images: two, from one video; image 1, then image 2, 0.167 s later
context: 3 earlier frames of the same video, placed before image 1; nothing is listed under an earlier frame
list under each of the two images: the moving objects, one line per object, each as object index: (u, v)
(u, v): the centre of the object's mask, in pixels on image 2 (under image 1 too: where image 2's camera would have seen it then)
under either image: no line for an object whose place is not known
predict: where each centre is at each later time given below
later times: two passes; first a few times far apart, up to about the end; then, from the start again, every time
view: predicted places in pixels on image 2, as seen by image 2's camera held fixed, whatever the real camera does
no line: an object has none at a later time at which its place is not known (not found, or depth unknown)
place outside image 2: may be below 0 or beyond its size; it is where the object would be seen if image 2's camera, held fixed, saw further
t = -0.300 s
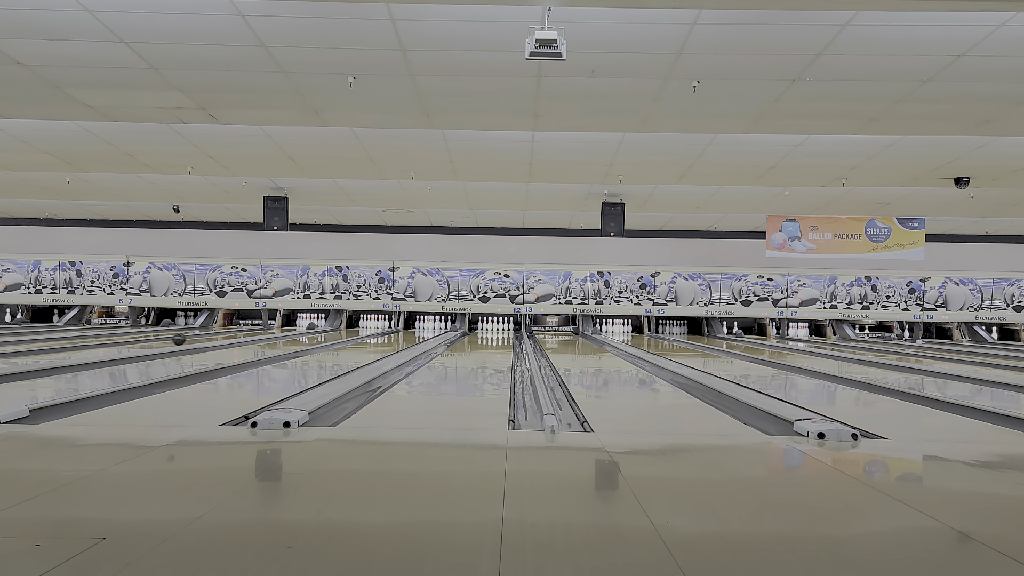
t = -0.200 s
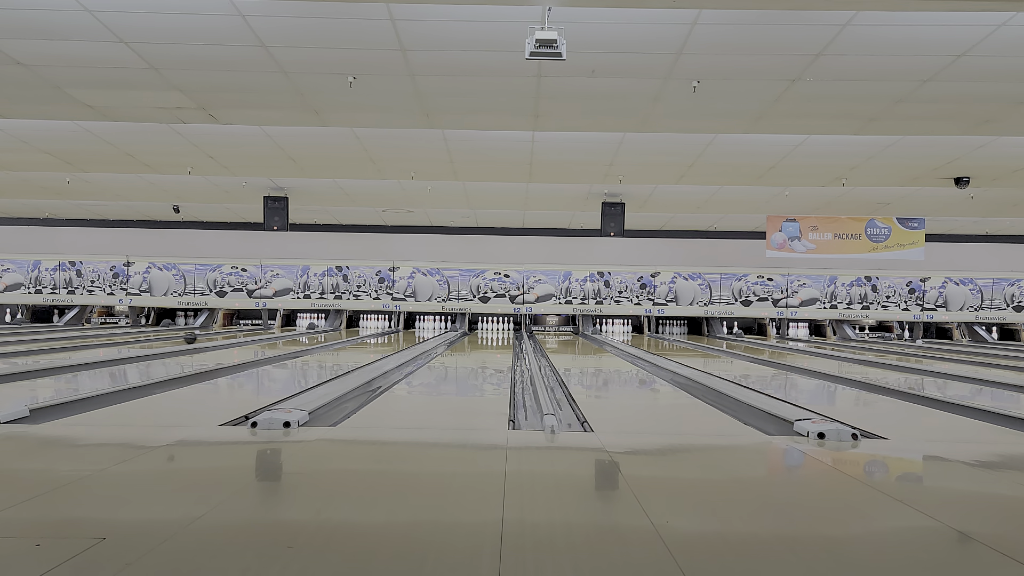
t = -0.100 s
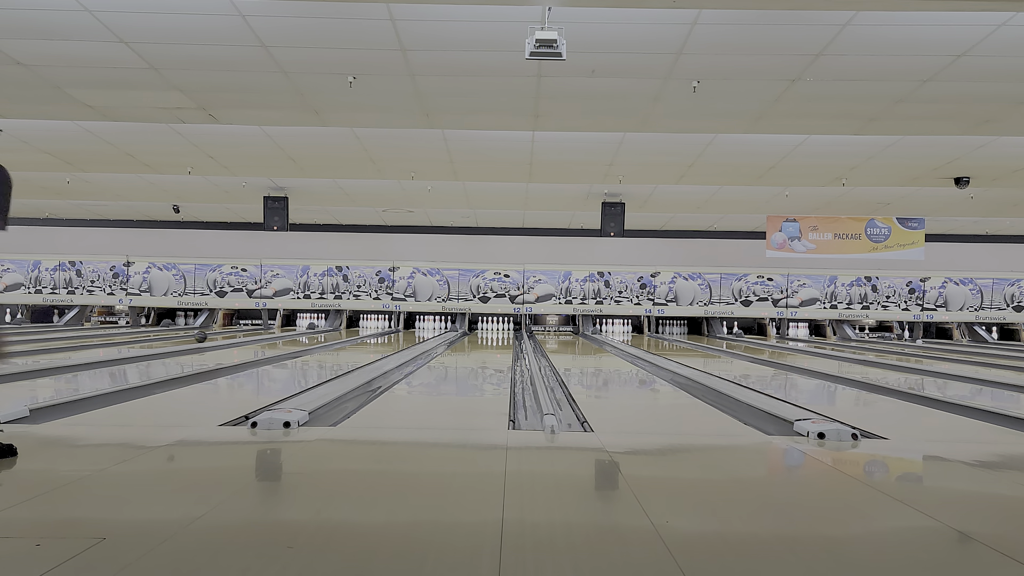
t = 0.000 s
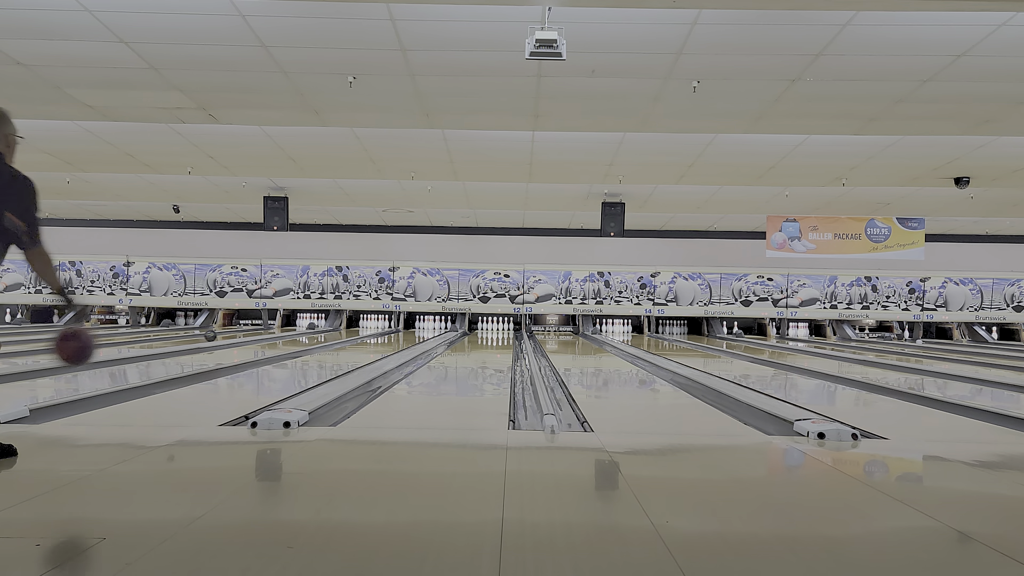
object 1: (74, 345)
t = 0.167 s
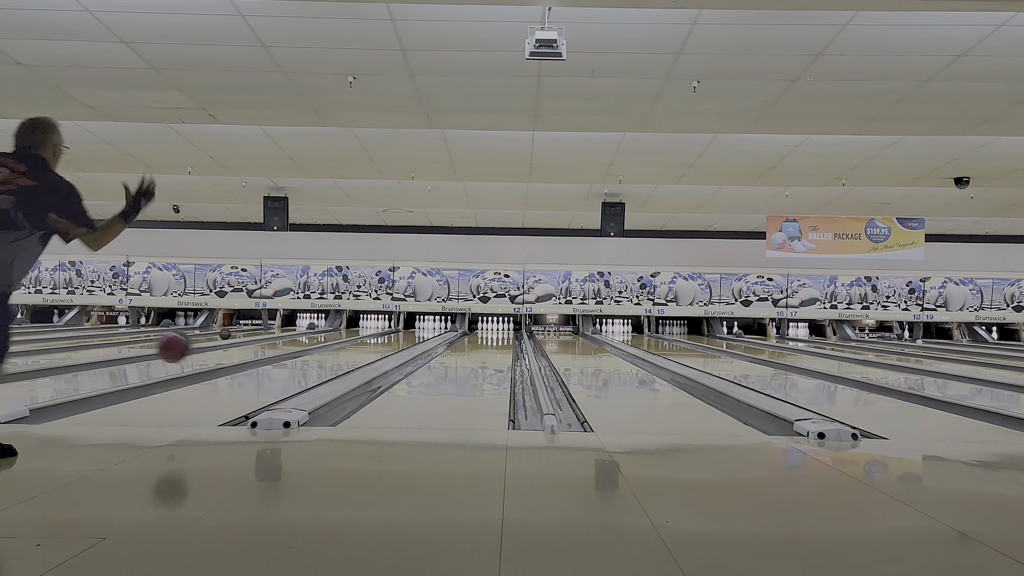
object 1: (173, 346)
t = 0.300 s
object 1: (225, 373)
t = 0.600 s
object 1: (299, 368)
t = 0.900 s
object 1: (342, 355)
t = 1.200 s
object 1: (370, 346)
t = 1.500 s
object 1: (389, 340)
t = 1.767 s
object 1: (402, 336)
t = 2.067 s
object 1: (413, 333)
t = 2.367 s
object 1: (421, 330)
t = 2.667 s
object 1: (426, 328)
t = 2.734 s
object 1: (426, 327)
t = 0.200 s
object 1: (188, 351)
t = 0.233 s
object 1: (202, 357)
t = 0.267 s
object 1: (215, 365)
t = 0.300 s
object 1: (225, 373)
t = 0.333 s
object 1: (236, 382)
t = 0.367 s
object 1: (247, 382)
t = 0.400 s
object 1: (255, 379)
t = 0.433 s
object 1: (264, 376)
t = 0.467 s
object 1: (272, 375)
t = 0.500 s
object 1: (279, 373)
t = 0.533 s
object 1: (287, 371)
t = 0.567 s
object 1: (293, 369)
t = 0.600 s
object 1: (299, 368)
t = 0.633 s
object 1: (305, 366)
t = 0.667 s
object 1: (311, 364)
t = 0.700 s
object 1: (316, 363)
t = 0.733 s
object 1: (321, 361)
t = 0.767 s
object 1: (326, 360)
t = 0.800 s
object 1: (330, 358)
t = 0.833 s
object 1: (335, 357)
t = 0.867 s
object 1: (339, 356)
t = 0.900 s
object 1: (342, 355)
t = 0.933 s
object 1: (346, 354)
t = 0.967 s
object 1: (350, 353)
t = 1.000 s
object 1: (353, 352)
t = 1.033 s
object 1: (356, 351)
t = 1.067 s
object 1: (359, 350)
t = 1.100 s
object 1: (362, 349)
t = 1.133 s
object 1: (365, 348)
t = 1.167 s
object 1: (368, 347)
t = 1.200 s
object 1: (370, 346)
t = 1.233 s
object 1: (373, 346)
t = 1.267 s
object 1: (375, 345)
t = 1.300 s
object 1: (377, 344)
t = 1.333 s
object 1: (380, 344)
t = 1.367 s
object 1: (382, 343)
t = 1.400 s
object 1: (384, 342)
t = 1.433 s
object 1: (386, 341)
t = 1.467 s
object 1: (388, 341)
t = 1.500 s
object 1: (389, 340)
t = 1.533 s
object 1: (391, 340)
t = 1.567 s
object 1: (393, 339)
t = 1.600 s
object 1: (394, 339)
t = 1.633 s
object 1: (396, 338)
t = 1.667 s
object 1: (398, 338)
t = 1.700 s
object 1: (399, 337)
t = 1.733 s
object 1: (400, 337)
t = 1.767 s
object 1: (402, 336)
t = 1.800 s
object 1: (404, 336)
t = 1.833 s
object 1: (405, 335)
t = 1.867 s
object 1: (406, 335)
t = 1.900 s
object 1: (407, 335)
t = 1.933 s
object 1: (408, 334)
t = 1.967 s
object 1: (409, 334)
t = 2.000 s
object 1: (411, 333)
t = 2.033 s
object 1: (412, 333)
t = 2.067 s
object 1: (413, 333)
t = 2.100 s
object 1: (414, 333)
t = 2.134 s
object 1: (415, 332)
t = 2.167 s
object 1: (416, 332)
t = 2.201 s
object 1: (417, 332)
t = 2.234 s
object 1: (418, 332)
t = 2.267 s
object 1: (419, 331)
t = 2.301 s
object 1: (420, 331)
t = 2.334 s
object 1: (420, 330)
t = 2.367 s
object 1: (421, 330)
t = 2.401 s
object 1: (422, 330)
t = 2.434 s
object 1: (422, 329)
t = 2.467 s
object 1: (423, 329)
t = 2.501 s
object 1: (423, 329)
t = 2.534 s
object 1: (424, 329)
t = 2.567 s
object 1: (424, 329)
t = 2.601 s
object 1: (425, 328)
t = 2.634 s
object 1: (425, 328)
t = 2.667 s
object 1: (426, 328)
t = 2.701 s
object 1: (426, 328)
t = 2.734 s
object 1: (426, 327)
